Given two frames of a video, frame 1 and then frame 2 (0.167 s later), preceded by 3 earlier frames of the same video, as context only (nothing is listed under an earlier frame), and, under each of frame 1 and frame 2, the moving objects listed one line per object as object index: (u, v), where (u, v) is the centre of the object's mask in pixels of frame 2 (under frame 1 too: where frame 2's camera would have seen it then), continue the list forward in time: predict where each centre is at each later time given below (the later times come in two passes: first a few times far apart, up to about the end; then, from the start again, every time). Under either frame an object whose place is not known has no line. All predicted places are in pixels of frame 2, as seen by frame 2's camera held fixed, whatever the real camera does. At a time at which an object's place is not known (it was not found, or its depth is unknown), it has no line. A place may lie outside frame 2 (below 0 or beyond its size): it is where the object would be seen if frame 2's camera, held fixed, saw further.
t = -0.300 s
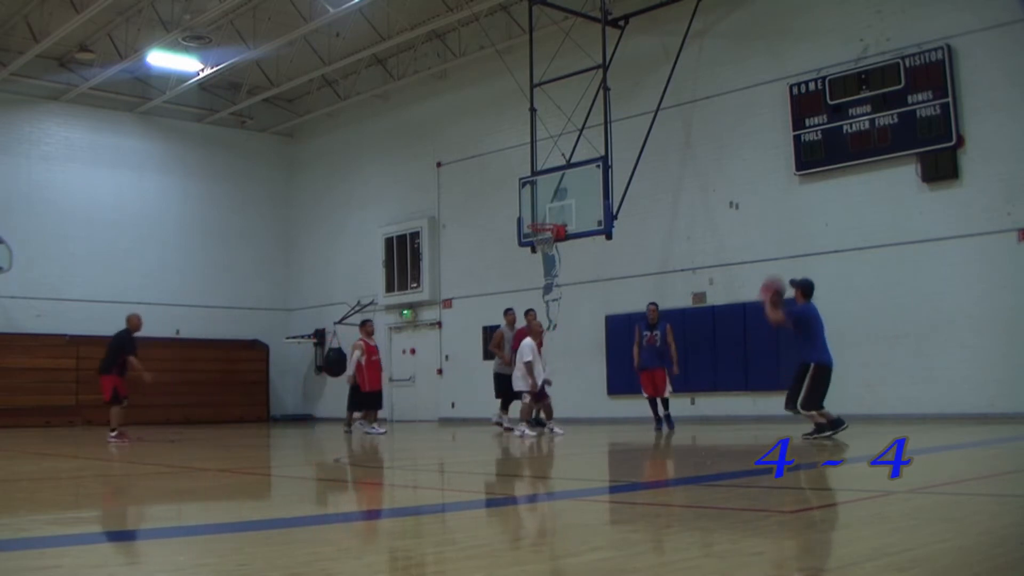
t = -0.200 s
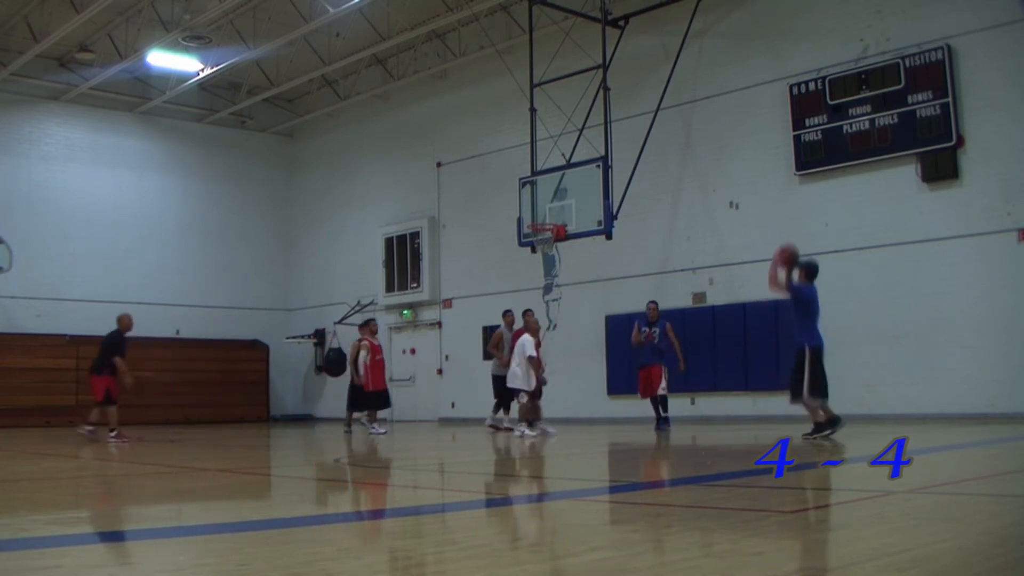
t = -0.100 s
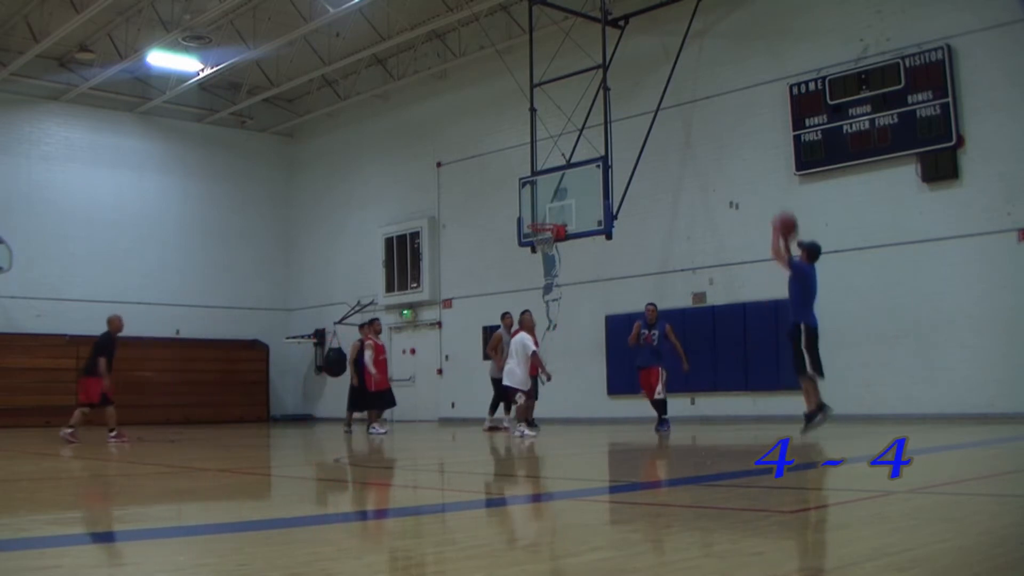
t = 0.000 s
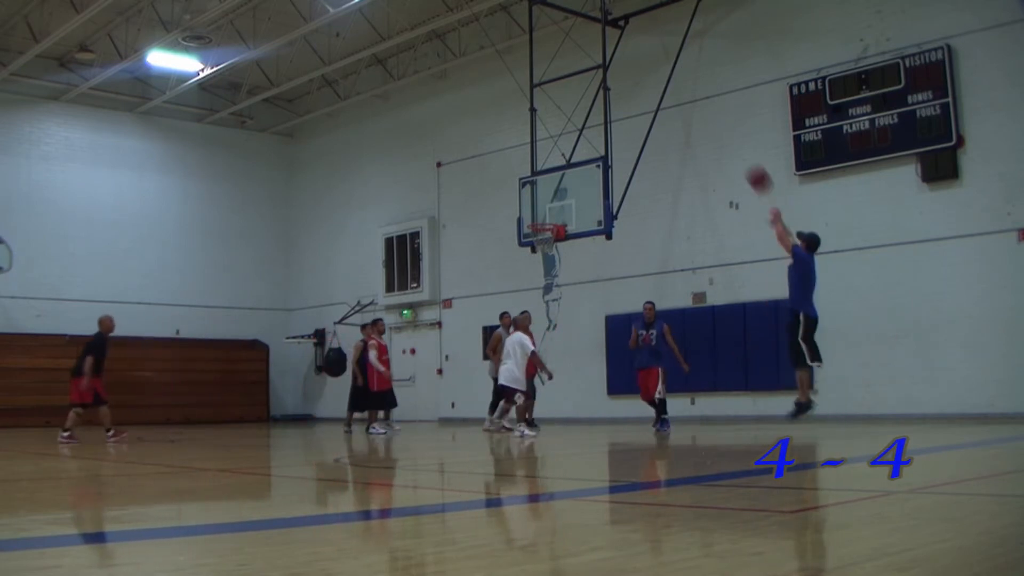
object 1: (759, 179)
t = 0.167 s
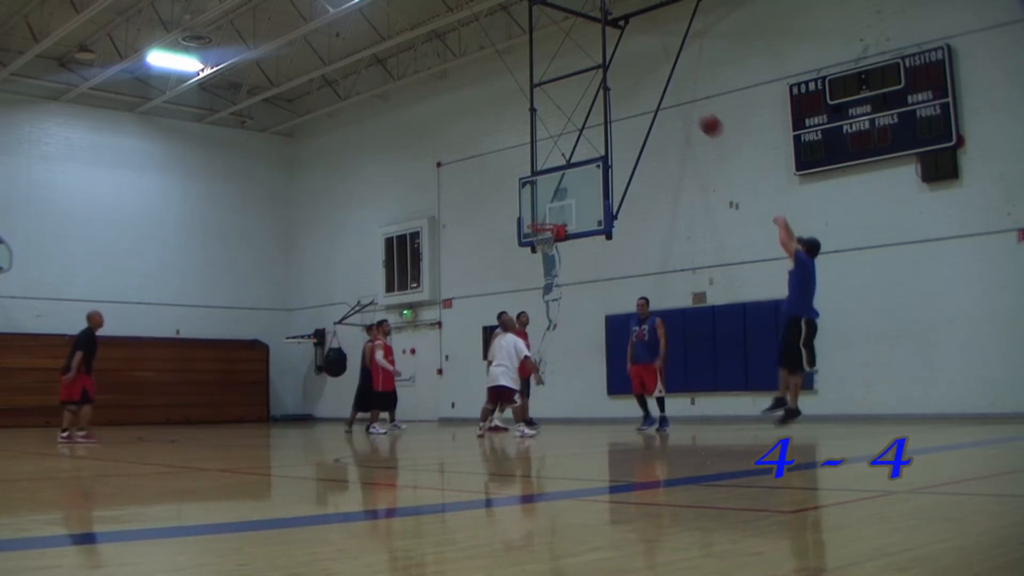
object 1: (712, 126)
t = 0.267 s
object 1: (685, 108)
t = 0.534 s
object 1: (630, 101)
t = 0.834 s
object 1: (583, 148)
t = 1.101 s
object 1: (547, 223)
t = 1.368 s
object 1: (525, 205)
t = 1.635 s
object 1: (511, 221)
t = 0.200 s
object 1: (702, 118)
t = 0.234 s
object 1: (694, 112)
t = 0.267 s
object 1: (685, 108)
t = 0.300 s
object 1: (677, 104)
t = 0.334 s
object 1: (670, 101)
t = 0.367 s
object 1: (663, 98)
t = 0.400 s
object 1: (656, 98)
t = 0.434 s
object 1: (649, 97)
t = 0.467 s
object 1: (643, 97)
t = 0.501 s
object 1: (637, 99)
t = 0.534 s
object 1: (630, 101)
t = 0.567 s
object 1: (624, 104)
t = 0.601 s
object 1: (619, 107)
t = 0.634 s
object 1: (614, 111)
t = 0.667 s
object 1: (608, 116)
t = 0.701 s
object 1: (602, 121)
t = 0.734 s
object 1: (597, 127)
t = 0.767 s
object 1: (593, 134)
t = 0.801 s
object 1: (588, 141)
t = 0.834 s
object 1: (583, 148)
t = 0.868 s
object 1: (578, 157)
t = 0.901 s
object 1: (573, 168)
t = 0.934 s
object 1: (570, 176)
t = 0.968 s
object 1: (566, 186)
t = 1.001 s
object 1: (561, 196)
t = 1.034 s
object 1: (556, 208)
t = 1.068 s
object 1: (553, 220)
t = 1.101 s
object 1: (547, 223)
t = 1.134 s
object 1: (541, 223)
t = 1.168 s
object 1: (535, 223)
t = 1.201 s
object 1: (532, 218)
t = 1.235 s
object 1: (530, 214)
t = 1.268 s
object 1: (528, 211)
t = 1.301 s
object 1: (527, 208)
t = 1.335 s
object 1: (525, 206)
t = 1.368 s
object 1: (525, 205)
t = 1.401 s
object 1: (522, 204)
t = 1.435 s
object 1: (520, 205)
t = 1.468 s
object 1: (519, 205)
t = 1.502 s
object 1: (518, 207)
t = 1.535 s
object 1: (516, 209)
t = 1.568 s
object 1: (514, 213)
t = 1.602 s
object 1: (513, 216)
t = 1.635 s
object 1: (511, 221)
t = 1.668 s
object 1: (510, 226)
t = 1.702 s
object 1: (508, 232)
